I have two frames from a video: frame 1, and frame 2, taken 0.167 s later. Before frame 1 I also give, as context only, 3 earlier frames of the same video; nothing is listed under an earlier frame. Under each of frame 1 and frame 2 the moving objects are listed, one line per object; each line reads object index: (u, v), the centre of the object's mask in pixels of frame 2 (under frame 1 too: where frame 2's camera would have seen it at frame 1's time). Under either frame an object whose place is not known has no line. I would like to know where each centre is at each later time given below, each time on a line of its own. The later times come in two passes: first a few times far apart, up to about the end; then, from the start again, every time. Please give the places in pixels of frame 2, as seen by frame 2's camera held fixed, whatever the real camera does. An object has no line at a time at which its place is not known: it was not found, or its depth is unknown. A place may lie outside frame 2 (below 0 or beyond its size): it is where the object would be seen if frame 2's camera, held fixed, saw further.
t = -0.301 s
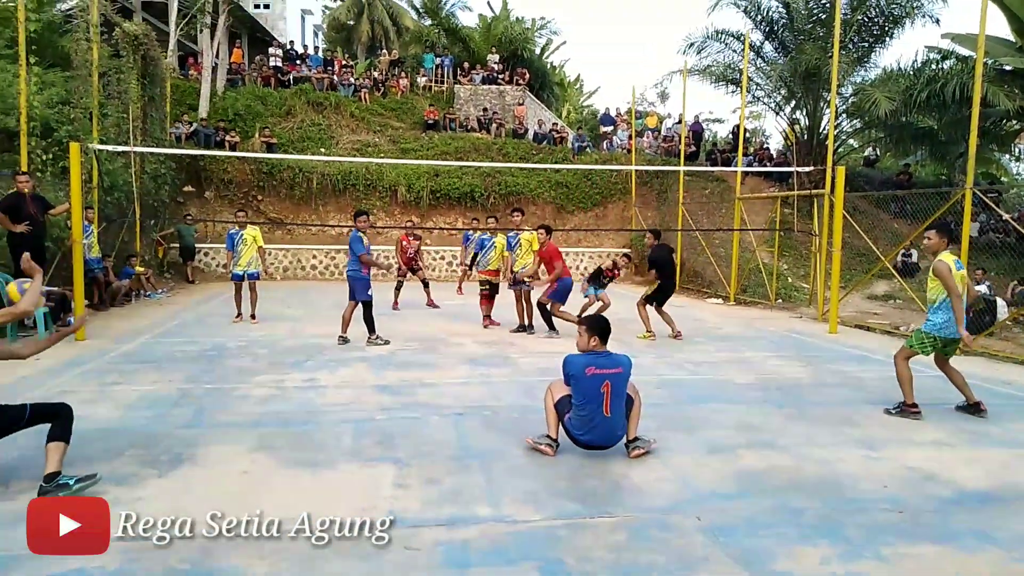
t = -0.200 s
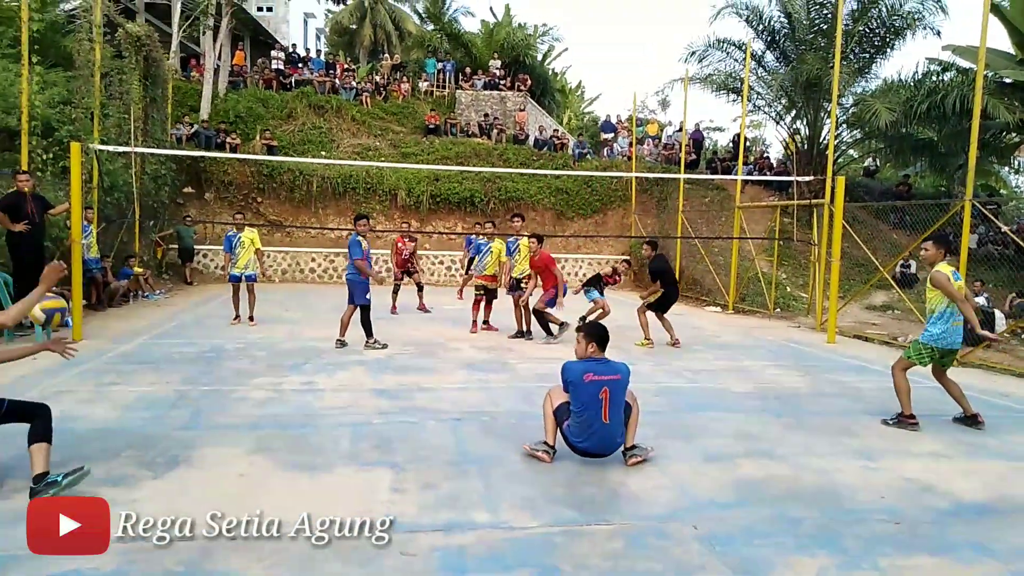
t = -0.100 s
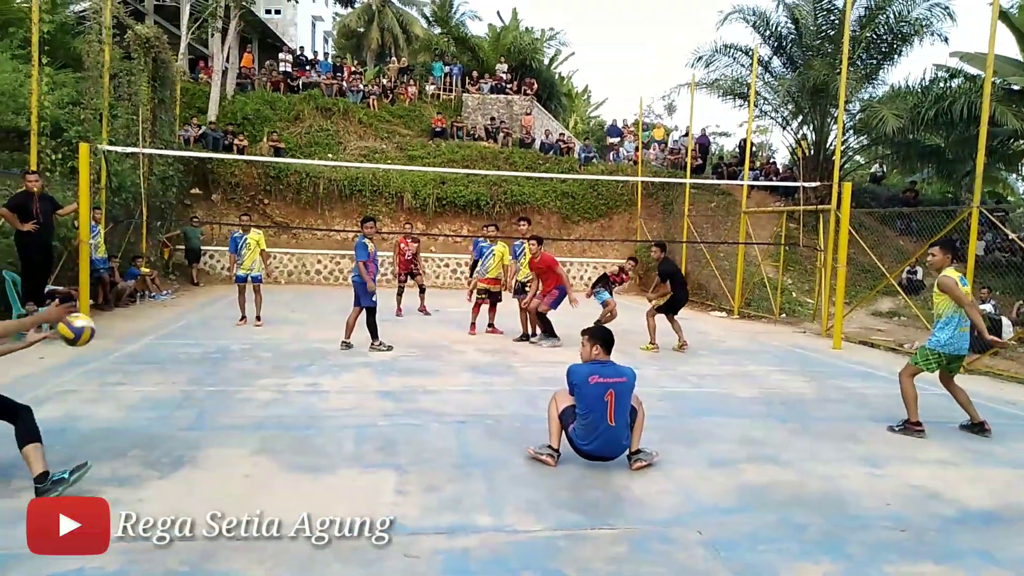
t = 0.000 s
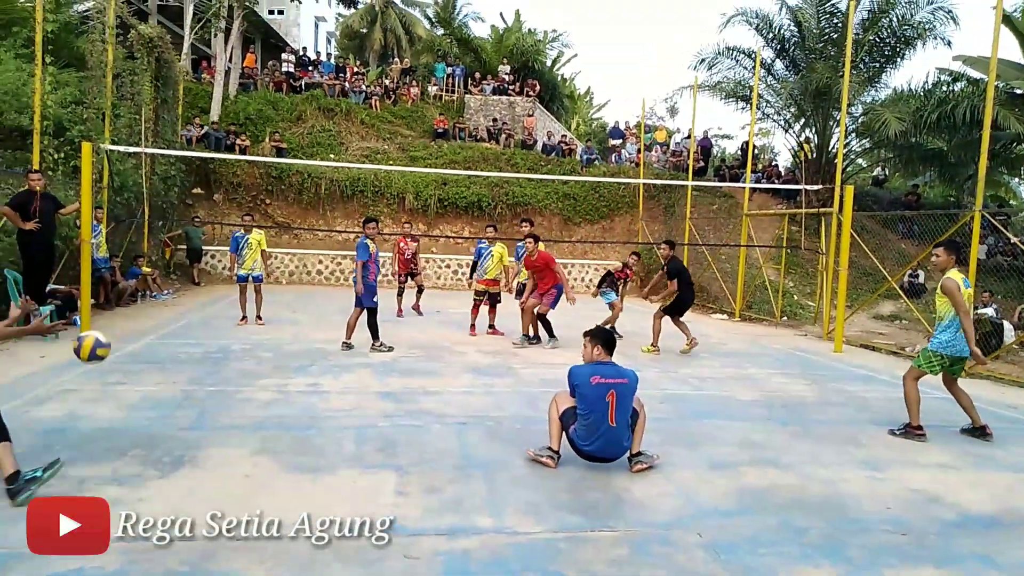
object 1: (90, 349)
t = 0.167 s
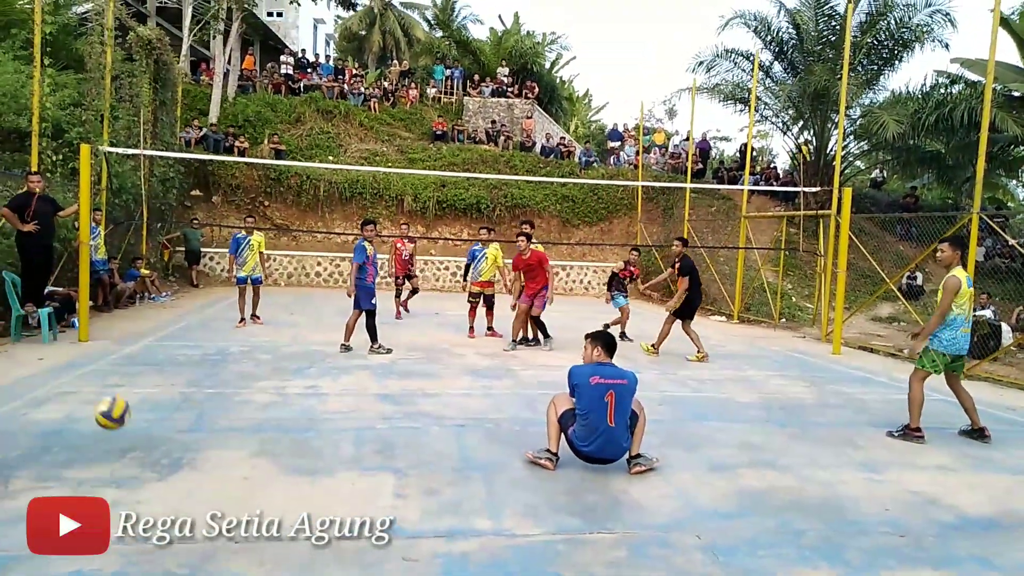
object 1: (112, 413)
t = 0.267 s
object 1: (133, 421)
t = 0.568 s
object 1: (208, 356)
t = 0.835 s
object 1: (270, 404)
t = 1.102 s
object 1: (327, 376)
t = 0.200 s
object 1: (117, 430)
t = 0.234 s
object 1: (124, 437)
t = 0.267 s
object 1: (133, 421)
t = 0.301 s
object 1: (141, 407)
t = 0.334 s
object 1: (150, 395)
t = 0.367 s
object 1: (159, 385)
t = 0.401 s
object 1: (167, 376)
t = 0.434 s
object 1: (176, 369)
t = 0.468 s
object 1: (184, 363)
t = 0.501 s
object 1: (192, 359)
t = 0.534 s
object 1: (200, 357)
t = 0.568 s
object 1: (208, 356)
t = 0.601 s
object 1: (216, 356)
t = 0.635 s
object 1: (225, 358)
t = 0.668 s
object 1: (233, 362)
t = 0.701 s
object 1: (240, 368)
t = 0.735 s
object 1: (247, 374)
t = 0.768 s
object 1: (255, 383)
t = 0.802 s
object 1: (262, 392)
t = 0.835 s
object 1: (270, 404)
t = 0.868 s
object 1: (277, 416)
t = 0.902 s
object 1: (283, 427)
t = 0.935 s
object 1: (291, 415)
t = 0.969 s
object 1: (298, 404)
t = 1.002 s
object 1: (306, 395)
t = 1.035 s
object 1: (313, 387)
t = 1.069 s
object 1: (320, 381)
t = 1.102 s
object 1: (327, 376)
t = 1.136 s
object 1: (334, 373)
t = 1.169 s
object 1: (340, 372)
